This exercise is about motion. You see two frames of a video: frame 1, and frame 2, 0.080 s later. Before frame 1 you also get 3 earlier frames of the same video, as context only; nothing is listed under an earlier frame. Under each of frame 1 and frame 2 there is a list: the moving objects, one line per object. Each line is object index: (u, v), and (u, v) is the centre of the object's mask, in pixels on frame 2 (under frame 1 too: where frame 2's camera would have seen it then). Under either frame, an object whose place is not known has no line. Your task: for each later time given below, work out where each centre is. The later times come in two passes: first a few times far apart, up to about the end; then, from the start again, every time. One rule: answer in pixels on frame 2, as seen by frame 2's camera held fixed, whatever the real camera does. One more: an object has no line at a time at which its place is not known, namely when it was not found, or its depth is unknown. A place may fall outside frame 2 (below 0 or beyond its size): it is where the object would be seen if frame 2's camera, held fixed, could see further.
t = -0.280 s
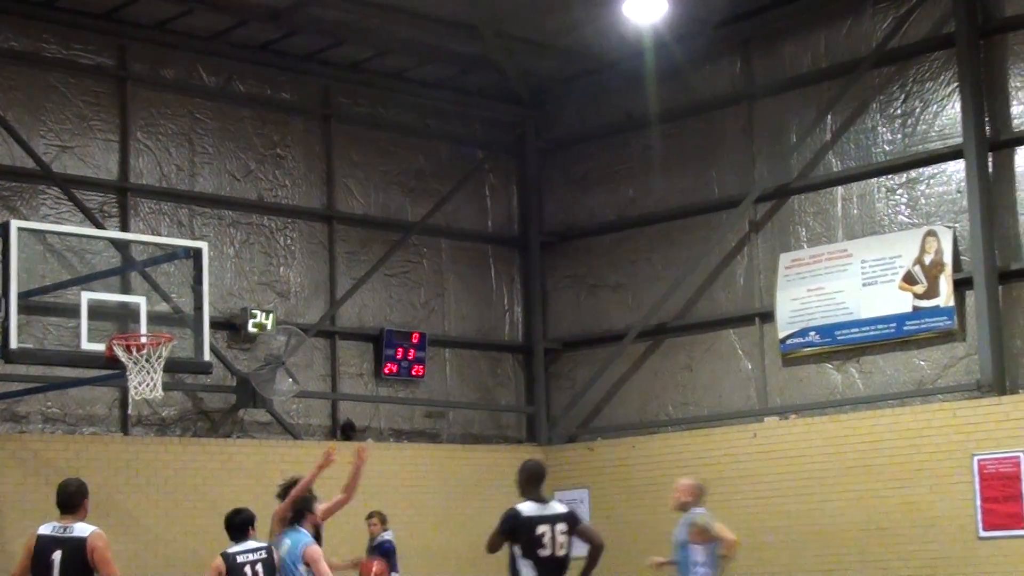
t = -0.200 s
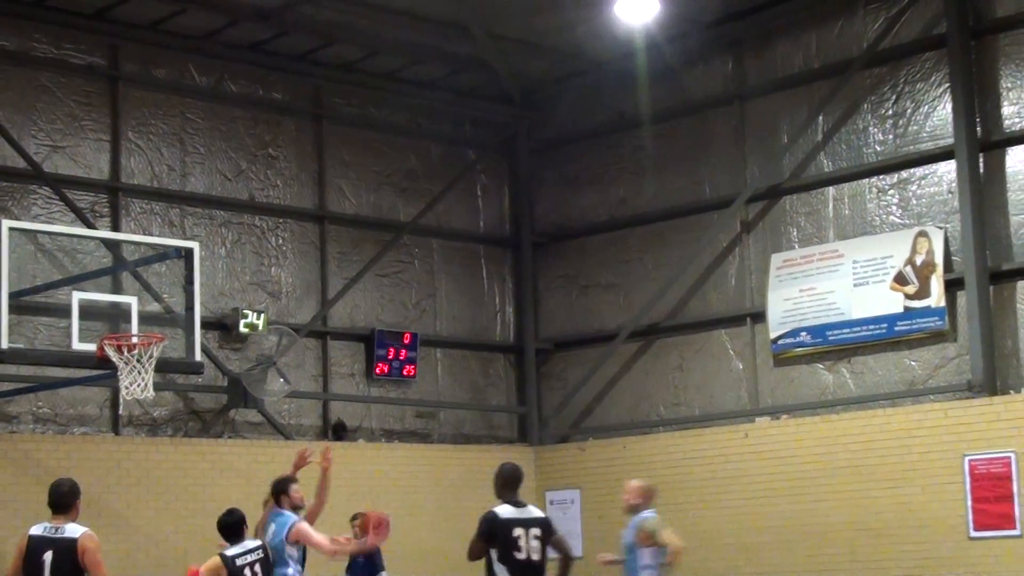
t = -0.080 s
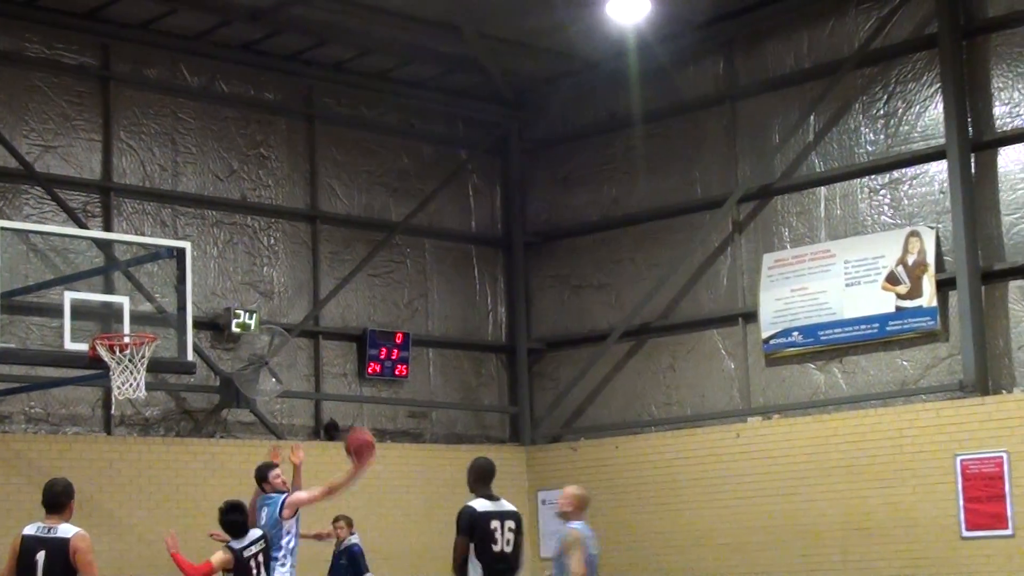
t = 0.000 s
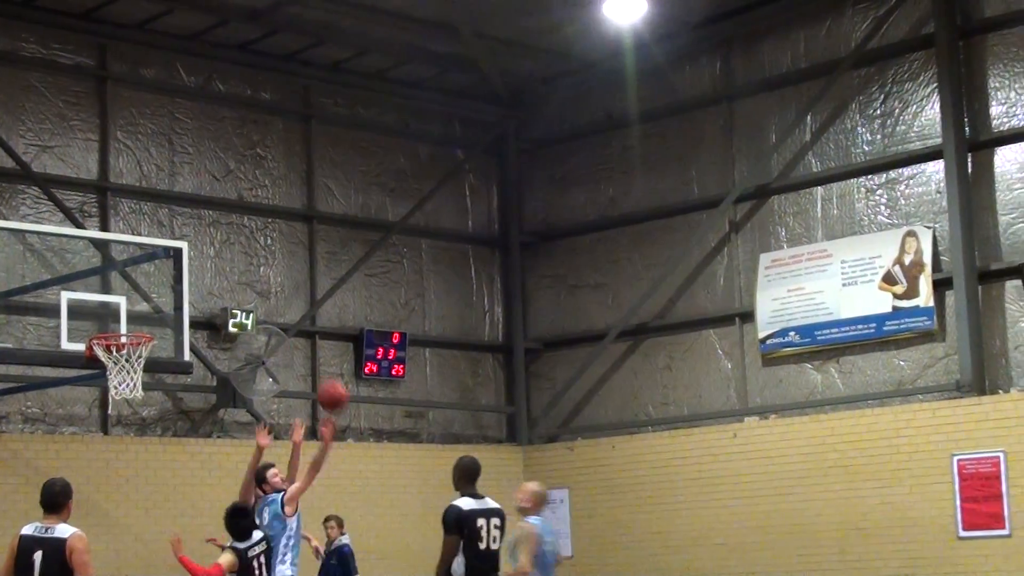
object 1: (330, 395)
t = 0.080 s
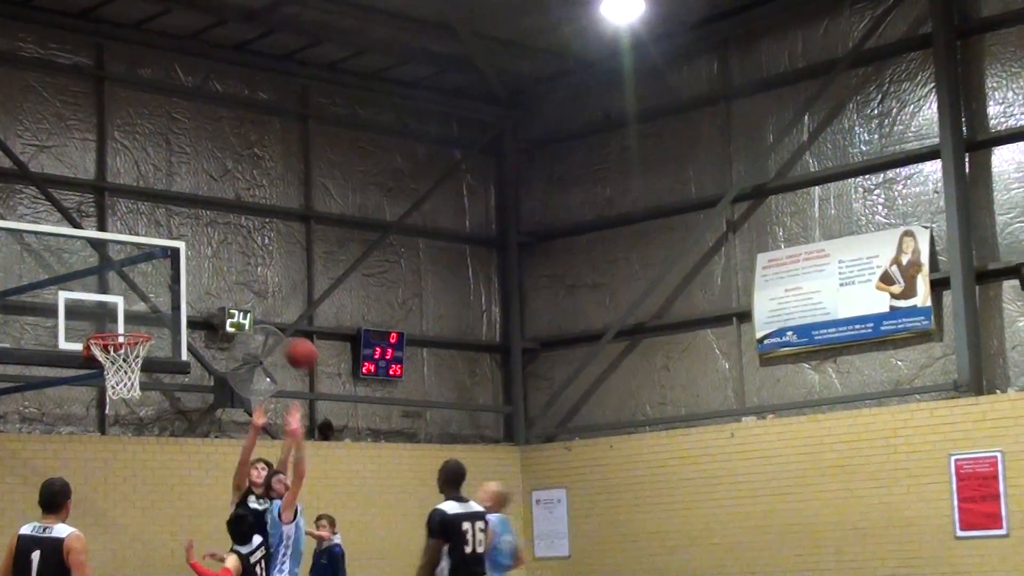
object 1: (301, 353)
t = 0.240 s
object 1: (244, 295)
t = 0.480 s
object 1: (163, 267)
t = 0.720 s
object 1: (124, 303)
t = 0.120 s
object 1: (288, 336)
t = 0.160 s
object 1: (273, 320)
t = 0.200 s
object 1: (259, 307)
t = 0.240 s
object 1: (244, 295)
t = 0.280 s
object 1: (231, 286)
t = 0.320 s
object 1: (217, 278)
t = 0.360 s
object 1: (203, 273)
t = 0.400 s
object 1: (190, 270)
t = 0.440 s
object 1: (176, 267)
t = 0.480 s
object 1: (163, 267)
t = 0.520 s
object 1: (150, 269)
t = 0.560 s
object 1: (136, 273)
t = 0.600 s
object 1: (123, 279)
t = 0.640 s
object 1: (121, 285)
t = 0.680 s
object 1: (123, 293)
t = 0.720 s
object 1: (124, 303)
